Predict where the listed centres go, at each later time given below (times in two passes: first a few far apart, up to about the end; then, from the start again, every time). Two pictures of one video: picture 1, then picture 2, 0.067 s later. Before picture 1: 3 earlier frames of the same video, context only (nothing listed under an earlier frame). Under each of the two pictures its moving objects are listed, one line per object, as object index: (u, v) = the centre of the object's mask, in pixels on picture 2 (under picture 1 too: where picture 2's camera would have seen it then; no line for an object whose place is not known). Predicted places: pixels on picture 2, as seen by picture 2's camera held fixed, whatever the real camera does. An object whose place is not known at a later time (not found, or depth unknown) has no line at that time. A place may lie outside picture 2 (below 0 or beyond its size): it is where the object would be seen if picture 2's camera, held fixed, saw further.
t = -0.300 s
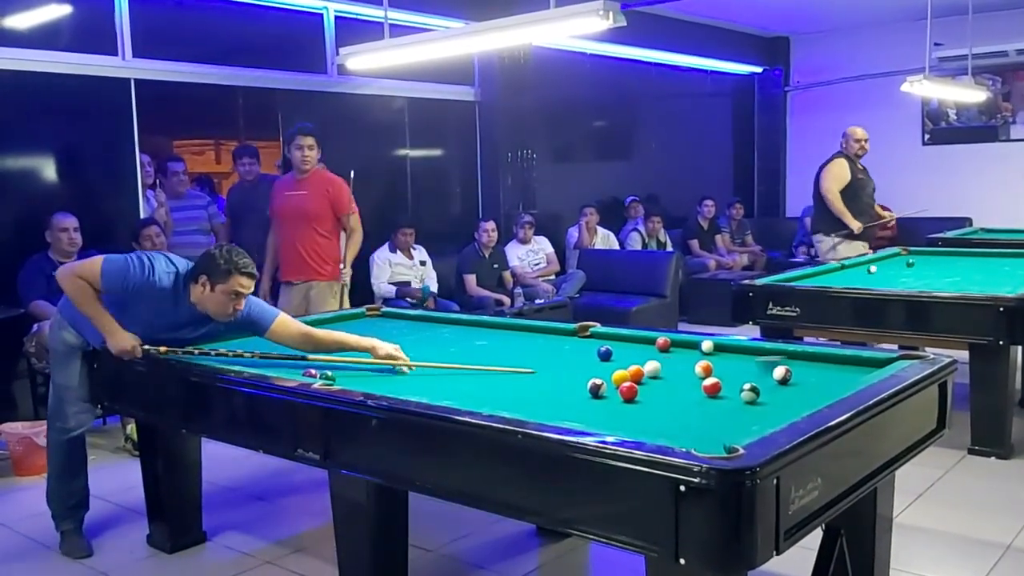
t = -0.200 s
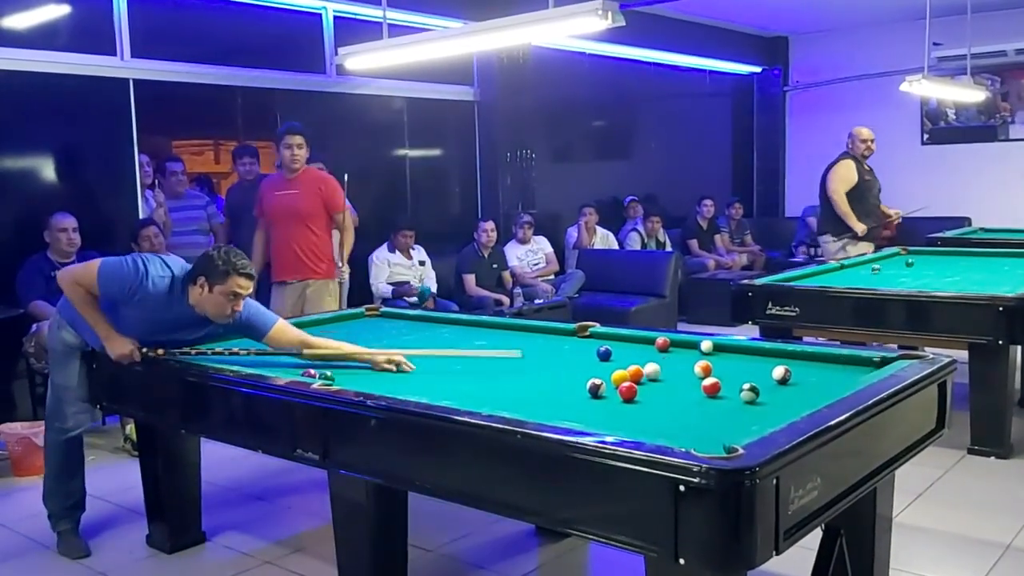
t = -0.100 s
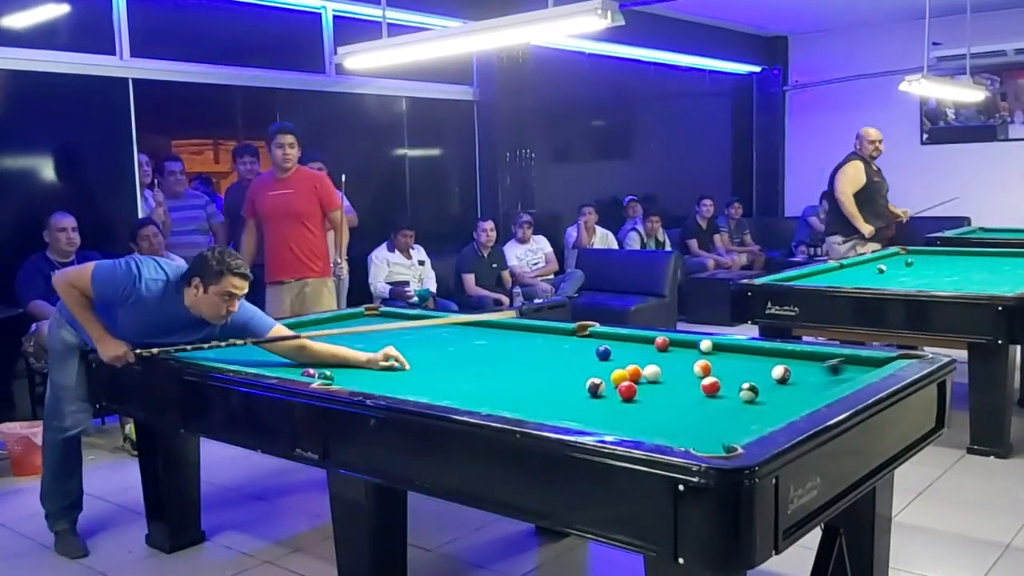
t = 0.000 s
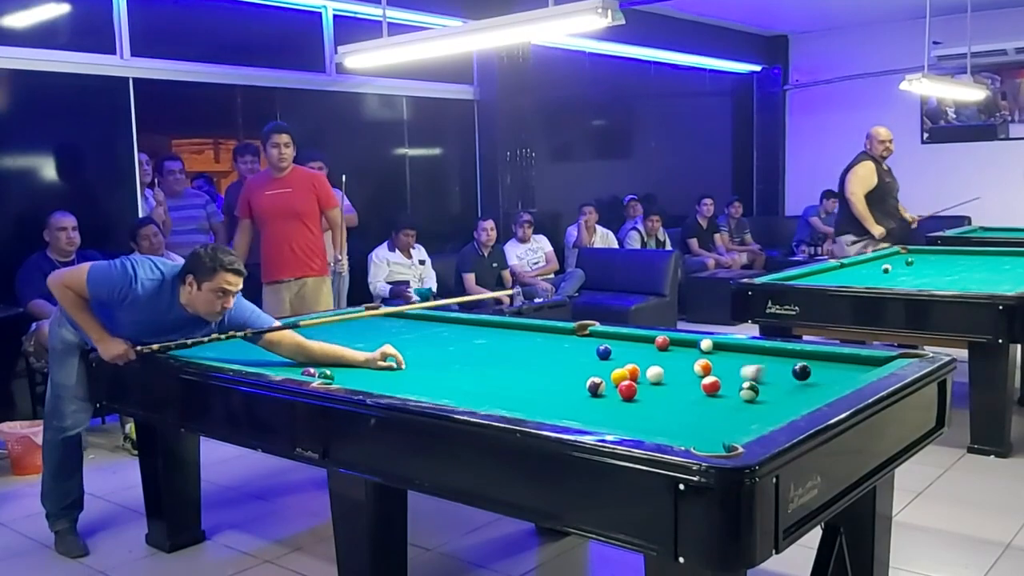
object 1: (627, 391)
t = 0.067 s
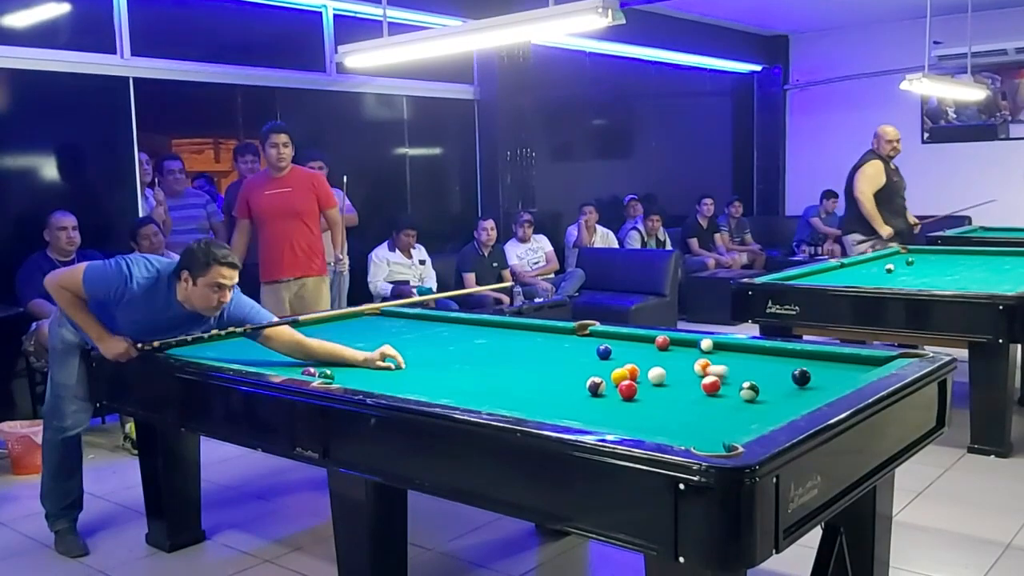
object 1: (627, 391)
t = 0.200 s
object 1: (627, 391)
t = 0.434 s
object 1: (617, 394)
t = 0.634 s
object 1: (598, 397)
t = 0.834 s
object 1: (579, 402)
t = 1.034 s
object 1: (561, 406)
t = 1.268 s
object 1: (541, 408)
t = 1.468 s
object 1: (527, 409)
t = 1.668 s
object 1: (532, 408)
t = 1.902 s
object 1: (538, 407)
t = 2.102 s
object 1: (542, 405)
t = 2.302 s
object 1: (544, 404)
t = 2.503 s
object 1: (545, 404)
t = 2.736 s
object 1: (544, 403)
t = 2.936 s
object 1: (544, 403)
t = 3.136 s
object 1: (544, 403)
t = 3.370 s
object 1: (544, 403)
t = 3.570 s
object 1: (544, 404)
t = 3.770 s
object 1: (544, 403)
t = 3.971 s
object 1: (544, 404)
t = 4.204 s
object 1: (544, 404)
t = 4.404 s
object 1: (544, 403)
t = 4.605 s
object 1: (544, 403)
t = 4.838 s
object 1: (544, 403)
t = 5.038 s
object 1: (544, 403)
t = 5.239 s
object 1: (544, 403)
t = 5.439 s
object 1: (544, 403)
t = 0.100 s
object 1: (627, 390)
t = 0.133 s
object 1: (627, 390)
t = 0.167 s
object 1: (627, 391)
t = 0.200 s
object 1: (627, 391)
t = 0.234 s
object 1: (627, 391)
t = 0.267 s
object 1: (627, 391)
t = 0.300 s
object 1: (627, 390)
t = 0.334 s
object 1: (627, 390)
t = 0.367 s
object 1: (624, 391)
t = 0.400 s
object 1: (620, 392)
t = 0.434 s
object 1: (617, 394)
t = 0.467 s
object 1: (614, 393)
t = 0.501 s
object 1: (610, 394)
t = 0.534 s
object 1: (607, 395)
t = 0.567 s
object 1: (604, 396)
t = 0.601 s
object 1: (601, 397)
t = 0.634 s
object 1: (598, 397)
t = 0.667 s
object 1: (595, 398)
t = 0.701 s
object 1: (592, 399)
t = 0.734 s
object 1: (589, 400)
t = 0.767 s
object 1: (586, 400)
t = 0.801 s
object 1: (582, 401)
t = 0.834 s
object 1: (579, 402)
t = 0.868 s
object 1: (576, 403)
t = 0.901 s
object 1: (573, 403)
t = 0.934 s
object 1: (570, 404)
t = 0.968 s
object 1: (567, 405)
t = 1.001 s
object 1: (564, 406)
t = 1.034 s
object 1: (561, 406)
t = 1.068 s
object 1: (558, 407)
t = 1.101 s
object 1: (555, 407)
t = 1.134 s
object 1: (552, 408)
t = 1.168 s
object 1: (549, 408)
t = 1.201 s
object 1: (546, 408)
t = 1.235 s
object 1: (543, 408)
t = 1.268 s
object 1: (541, 408)
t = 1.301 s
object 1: (538, 408)
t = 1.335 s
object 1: (535, 408)
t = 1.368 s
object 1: (532, 408)
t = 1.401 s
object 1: (529, 409)
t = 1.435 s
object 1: (527, 409)
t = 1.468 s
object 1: (527, 409)
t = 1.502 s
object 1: (528, 409)
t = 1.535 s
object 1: (529, 409)
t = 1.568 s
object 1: (530, 408)
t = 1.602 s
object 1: (531, 408)
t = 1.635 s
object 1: (532, 408)
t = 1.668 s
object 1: (532, 408)
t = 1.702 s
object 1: (534, 408)
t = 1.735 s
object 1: (534, 408)
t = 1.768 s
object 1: (535, 407)
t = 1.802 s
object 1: (536, 407)
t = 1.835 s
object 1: (537, 407)
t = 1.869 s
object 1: (537, 407)
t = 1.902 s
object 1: (538, 407)
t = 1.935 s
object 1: (539, 406)
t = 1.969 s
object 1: (539, 406)
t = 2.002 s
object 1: (540, 406)
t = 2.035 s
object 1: (540, 406)
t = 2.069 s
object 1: (541, 406)
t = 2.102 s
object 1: (542, 405)
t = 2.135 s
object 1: (542, 406)
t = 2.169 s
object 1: (543, 405)
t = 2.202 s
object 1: (543, 405)
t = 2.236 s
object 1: (544, 405)
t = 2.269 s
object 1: (544, 405)
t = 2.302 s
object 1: (544, 404)
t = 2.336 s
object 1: (544, 404)
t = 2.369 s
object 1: (544, 404)
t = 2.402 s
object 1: (545, 404)
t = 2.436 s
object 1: (545, 404)
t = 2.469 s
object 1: (545, 404)
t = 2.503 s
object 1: (545, 404)
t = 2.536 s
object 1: (545, 404)
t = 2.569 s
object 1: (545, 404)
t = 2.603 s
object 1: (545, 403)
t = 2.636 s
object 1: (545, 404)
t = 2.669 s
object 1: (544, 403)
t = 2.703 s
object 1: (544, 403)
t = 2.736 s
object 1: (544, 403)
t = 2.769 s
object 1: (544, 403)
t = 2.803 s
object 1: (544, 403)
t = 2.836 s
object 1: (544, 403)
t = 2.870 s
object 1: (544, 403)
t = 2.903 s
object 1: (544, 403)
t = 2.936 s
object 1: (544, 403)
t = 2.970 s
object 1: (544, 403)
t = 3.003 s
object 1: (544, 403)
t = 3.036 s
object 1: (544, 403)
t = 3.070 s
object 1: (544, 403)
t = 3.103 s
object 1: (544, 403)
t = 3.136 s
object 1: (544, 403)
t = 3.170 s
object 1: (544, 404)
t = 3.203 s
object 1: (544, 403)
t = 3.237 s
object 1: (544, 403)
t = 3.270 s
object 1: (544, 404)
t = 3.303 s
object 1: (544, 403)
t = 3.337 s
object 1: (544, 404)
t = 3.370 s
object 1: (544, 403)
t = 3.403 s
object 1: (544, 403)
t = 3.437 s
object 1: (544, 403)
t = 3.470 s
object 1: (544, 403)
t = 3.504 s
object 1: (544, 403)
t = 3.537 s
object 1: (544, 403)
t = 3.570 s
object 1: (544, 404)
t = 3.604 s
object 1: (544, 404)
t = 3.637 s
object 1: (544, 403)
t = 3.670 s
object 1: (544, 404)
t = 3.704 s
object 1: (544, 404)
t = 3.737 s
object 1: (544, 403)
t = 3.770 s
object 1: (544, 403)
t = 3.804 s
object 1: (544, 404)
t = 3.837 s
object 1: (544, 404)
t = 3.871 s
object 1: (544, 404)
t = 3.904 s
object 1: (544, 404)
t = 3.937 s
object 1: (544, 403)
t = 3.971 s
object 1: (544, 404)
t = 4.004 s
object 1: (544, 404)
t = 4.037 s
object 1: (544, 404)
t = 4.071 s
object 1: (544, 404)
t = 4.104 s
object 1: (544, 403)
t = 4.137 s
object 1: (544, 404)
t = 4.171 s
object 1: (544, 404)
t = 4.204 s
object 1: (544, 404)
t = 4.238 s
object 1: (544, 403)
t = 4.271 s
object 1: (544, 403)
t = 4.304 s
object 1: (544, 404)
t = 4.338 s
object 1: (544, 403)
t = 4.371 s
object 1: (544, 403)
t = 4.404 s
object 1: (544, 403)
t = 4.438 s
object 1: (544, 403)
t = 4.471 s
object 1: (544, 403)
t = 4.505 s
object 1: (544, 404)
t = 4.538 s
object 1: (544, 403)
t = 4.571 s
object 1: (544, 403)
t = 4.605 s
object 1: (544, 403)
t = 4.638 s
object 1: (544, 403)
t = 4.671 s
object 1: (544, 403)
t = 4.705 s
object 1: (544, 403)
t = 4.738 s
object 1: (544, 403)
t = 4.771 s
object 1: (544, 403)
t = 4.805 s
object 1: (544, 403)
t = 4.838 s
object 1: (544, 403)
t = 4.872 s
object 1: (544, 403)
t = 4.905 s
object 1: (544, 403)
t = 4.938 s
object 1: (544, 403)
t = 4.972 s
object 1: (544, 403)
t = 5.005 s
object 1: (544, 403)
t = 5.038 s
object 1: (544, 403)
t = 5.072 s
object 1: (544, 403)
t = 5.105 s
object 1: (544, 403)
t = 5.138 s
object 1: (544, 403)
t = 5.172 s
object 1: (544, 403)
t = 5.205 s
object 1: (544, 403)
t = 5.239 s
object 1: (544, 403)
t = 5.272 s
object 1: (544, 403)
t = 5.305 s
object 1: (544, 403)
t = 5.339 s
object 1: (544, 403)
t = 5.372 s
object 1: (544, 403)
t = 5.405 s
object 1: (544, 403)
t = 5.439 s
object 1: (544, 403)
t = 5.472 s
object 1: (544, 403)
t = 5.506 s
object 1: (544, 403)
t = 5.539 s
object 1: (544, 403)
